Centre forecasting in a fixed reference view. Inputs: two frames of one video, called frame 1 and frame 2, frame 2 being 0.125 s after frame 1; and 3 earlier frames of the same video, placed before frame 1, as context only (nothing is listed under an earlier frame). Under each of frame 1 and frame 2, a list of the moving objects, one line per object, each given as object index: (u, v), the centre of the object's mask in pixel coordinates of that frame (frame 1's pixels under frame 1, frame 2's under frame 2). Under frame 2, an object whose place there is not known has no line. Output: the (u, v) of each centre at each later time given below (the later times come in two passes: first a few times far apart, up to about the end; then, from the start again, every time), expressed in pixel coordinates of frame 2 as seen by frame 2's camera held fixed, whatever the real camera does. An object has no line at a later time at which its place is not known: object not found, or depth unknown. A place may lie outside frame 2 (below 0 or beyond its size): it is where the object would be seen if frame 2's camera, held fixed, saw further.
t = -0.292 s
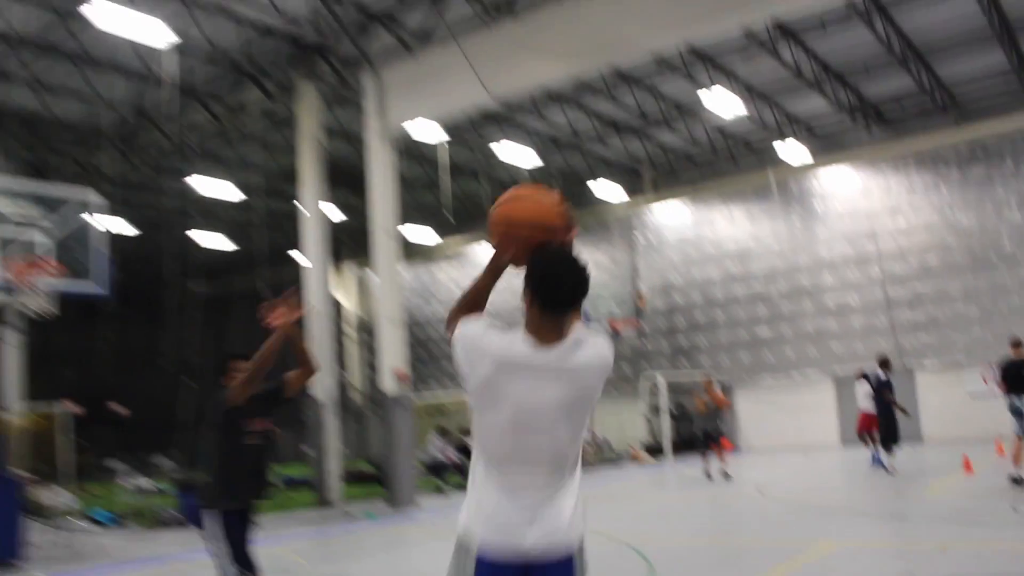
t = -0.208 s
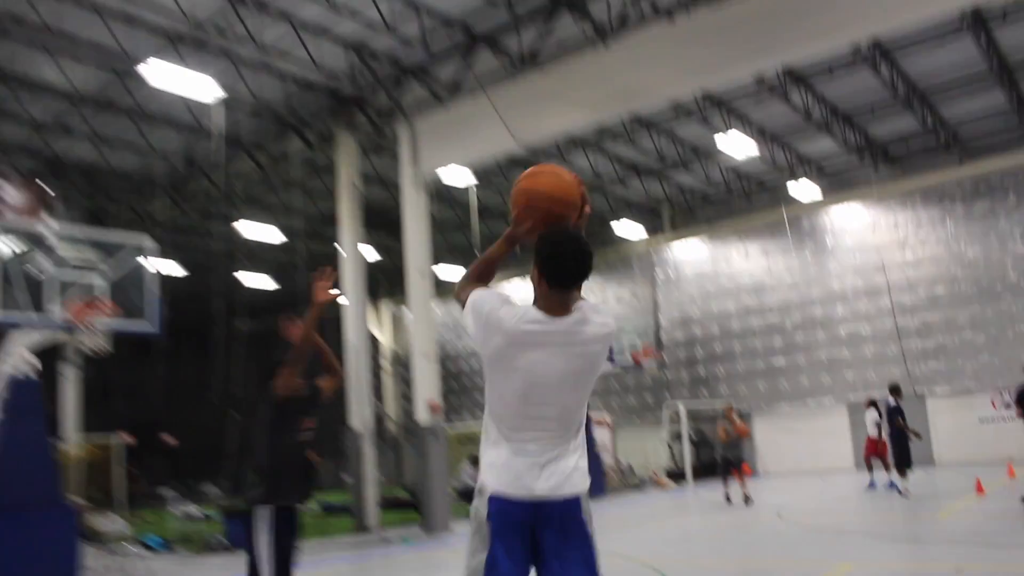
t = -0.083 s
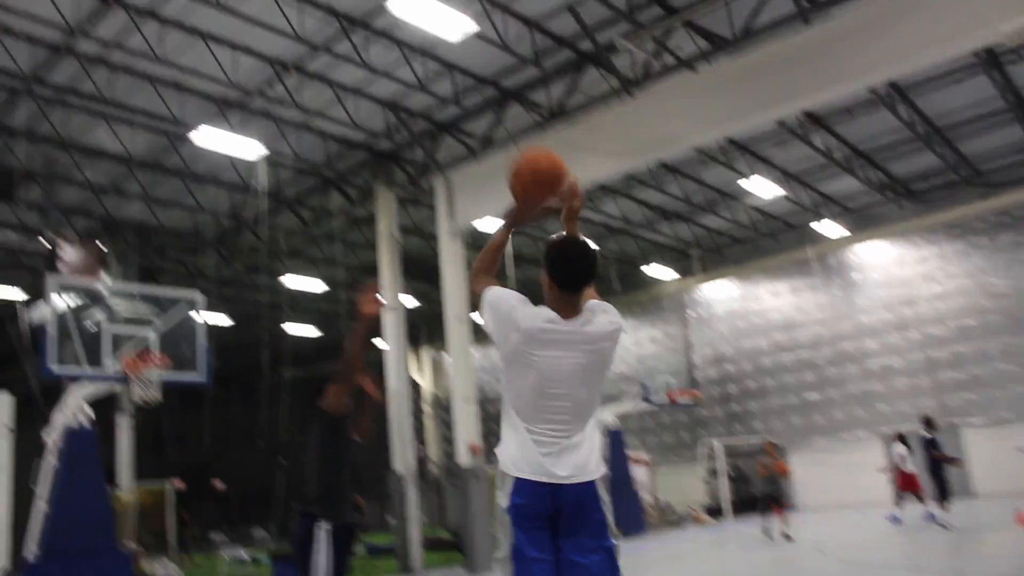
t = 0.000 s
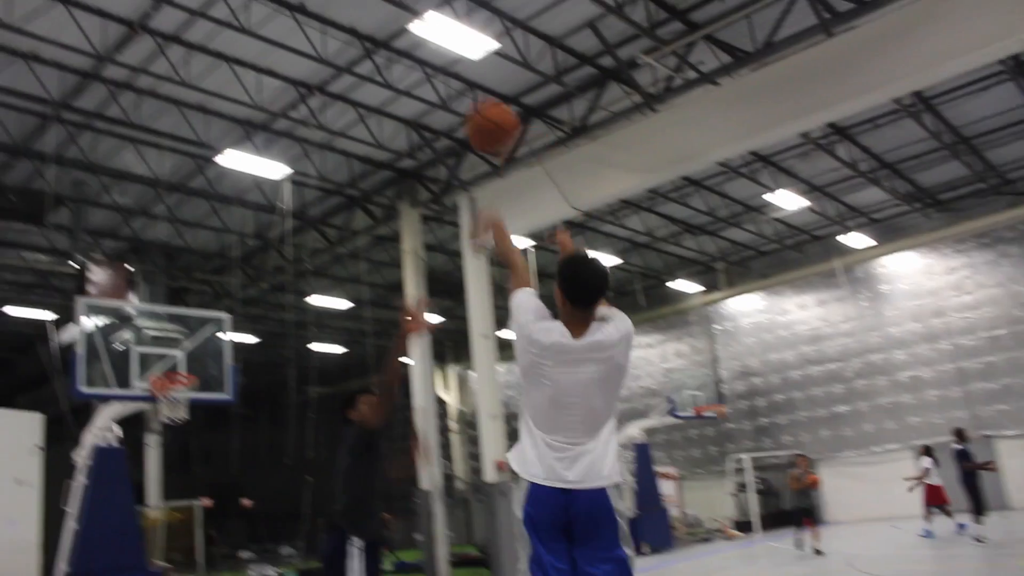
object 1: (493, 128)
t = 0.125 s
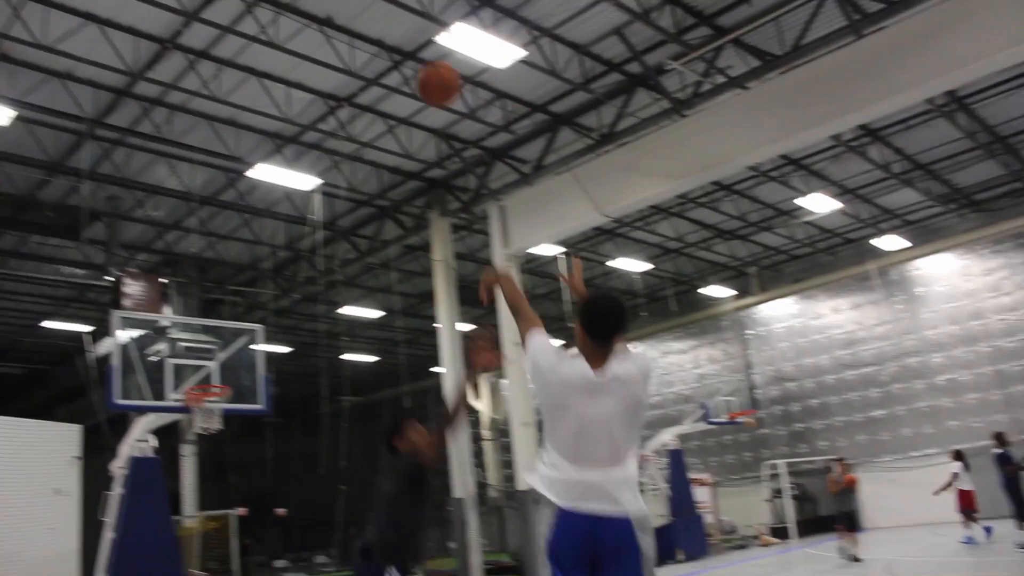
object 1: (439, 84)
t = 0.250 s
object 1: (376, 66)
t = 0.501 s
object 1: (301, 95)
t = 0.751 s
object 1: (255, 170)
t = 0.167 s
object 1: (416, 75)
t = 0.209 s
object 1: (395, 69)
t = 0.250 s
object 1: (376, 66)
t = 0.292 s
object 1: (360, 66)
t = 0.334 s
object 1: (345, 67)
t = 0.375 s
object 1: (331, 72)
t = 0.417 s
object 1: (320, 78)
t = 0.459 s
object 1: (310, 86)
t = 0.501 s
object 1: (301, 95)
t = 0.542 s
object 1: (292, 105)
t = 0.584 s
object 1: (283, 116)
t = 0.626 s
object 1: (274, 129)
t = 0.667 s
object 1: (269, 142)
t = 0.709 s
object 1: (266, 153)
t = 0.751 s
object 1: (255, 170)
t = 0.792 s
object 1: (252, 190)
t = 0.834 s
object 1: (244, 205)
